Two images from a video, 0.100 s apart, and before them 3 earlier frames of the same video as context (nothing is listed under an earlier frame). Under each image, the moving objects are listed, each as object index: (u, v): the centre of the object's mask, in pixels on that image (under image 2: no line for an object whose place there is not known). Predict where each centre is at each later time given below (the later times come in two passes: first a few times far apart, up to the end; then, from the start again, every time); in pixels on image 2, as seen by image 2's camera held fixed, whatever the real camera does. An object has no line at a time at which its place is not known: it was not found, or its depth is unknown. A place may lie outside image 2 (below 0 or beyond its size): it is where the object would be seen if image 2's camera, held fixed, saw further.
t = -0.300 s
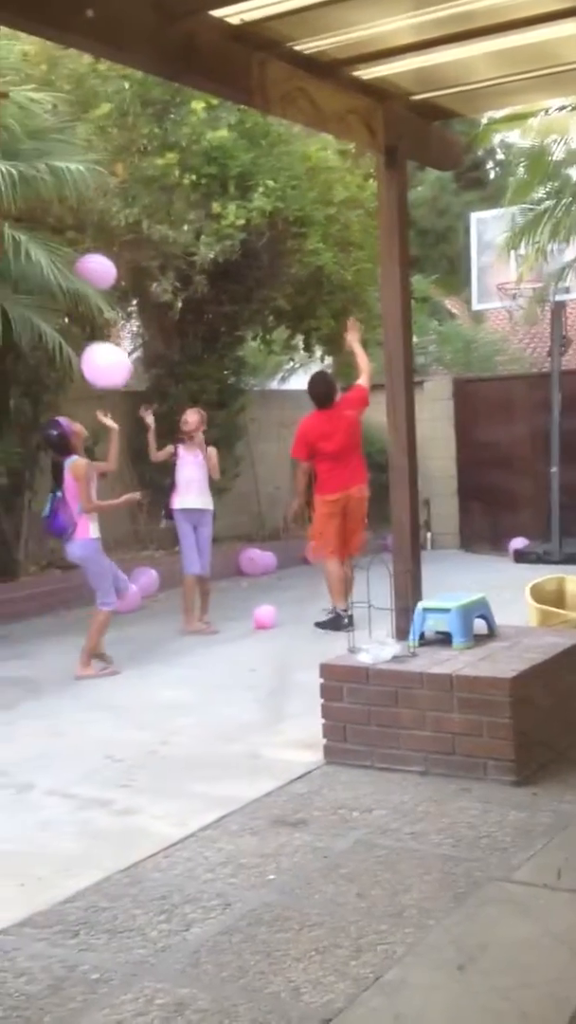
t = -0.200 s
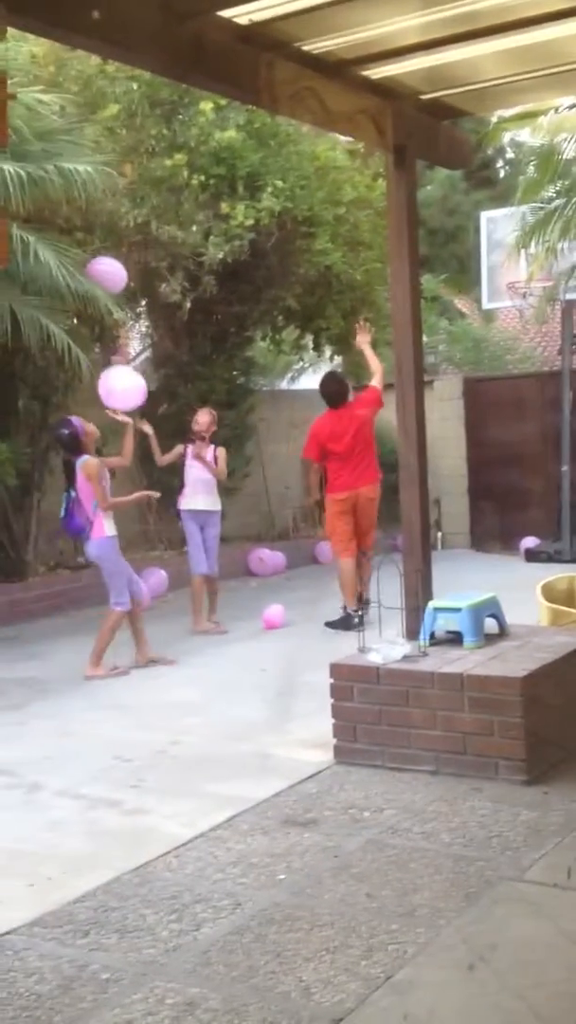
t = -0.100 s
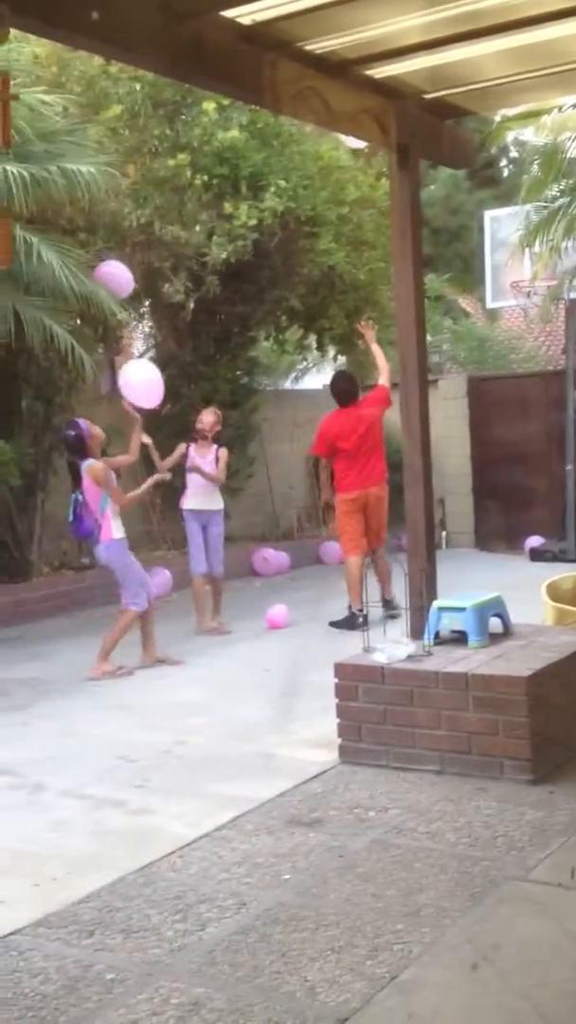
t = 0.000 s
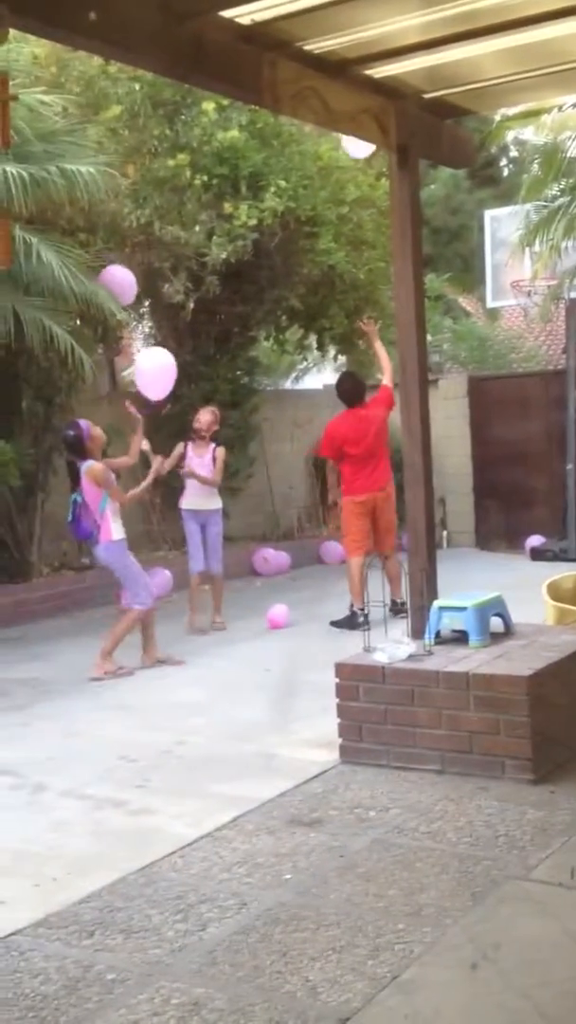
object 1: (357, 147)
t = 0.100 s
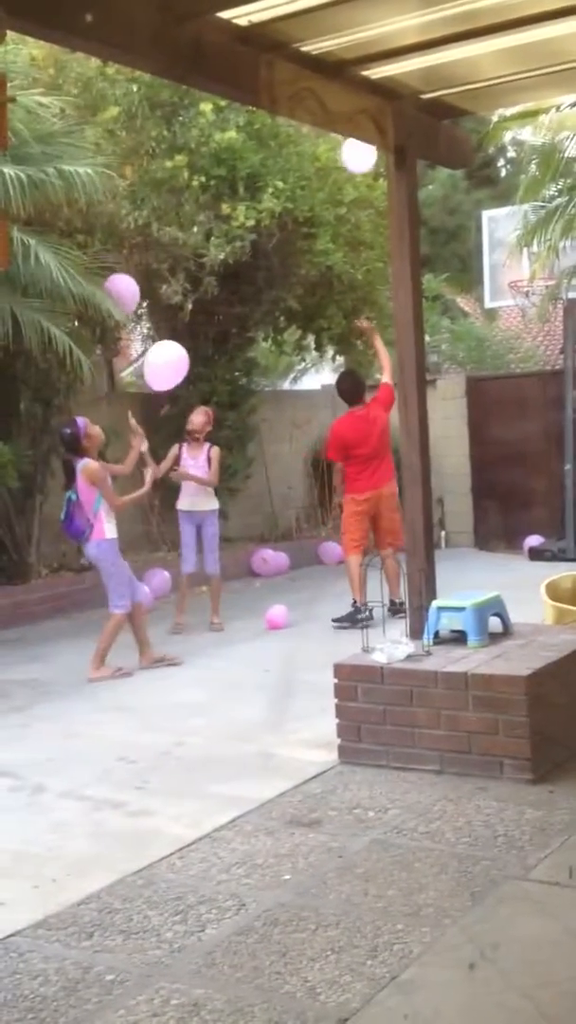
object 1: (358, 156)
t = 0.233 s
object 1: (362, 176)
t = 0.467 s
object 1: (368, 223)
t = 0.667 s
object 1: (371, 270)
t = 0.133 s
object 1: (360, 160)
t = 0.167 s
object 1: (360, 164)
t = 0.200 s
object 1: (361, 170)
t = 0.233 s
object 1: (362, 176)
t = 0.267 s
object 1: (363, 182)
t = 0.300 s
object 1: (364, 188)
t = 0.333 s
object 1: (365, 195)
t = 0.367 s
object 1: (365, 202)
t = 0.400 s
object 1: (366, 209)
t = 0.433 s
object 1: (367, 216)
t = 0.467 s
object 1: (368, 223)
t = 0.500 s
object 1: (369, 231)
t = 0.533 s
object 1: (370, 238)
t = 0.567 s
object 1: (370, 246)
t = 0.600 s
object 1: (370, 254)
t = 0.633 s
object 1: (371, 262)
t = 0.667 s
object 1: (371, 270)
